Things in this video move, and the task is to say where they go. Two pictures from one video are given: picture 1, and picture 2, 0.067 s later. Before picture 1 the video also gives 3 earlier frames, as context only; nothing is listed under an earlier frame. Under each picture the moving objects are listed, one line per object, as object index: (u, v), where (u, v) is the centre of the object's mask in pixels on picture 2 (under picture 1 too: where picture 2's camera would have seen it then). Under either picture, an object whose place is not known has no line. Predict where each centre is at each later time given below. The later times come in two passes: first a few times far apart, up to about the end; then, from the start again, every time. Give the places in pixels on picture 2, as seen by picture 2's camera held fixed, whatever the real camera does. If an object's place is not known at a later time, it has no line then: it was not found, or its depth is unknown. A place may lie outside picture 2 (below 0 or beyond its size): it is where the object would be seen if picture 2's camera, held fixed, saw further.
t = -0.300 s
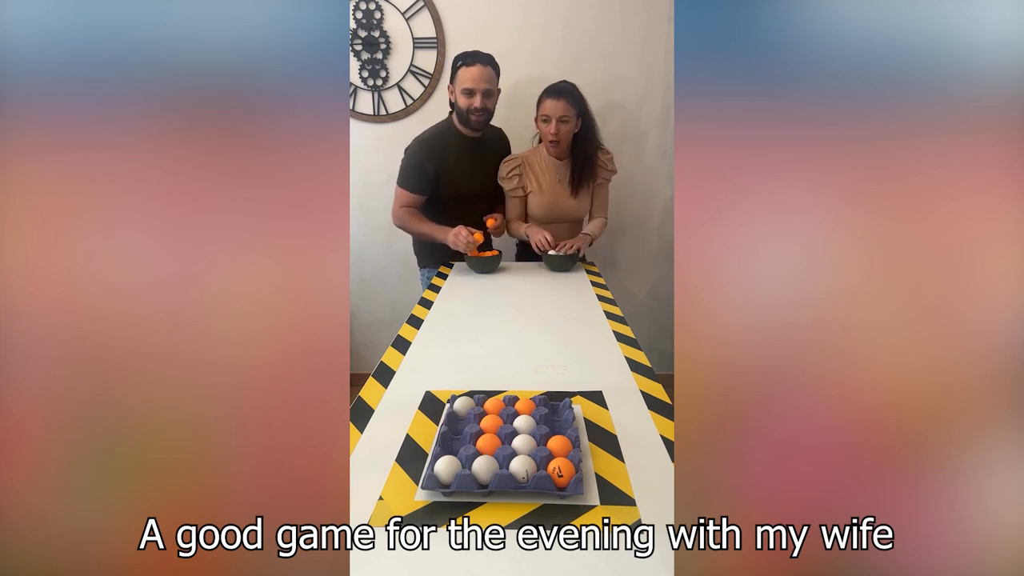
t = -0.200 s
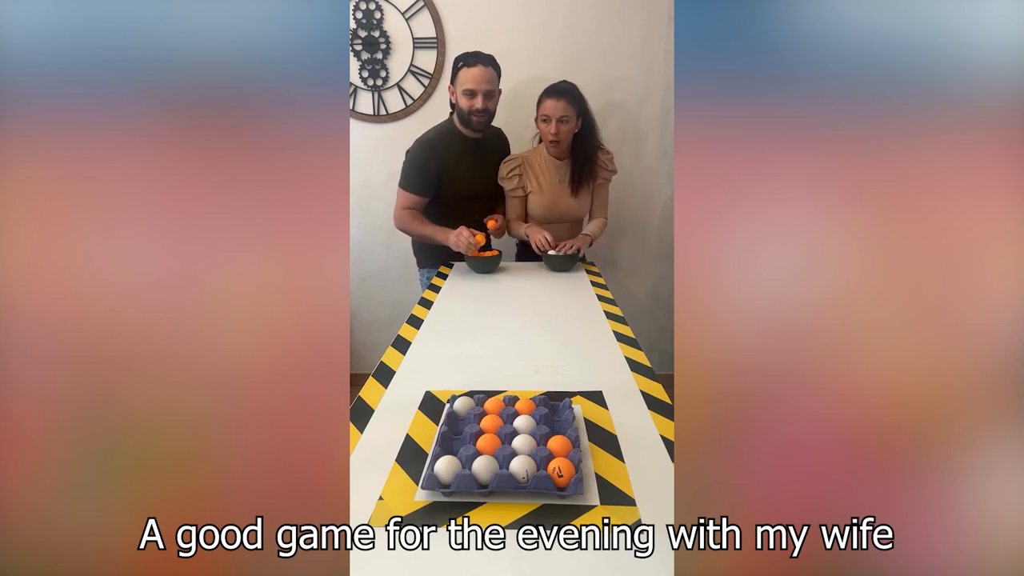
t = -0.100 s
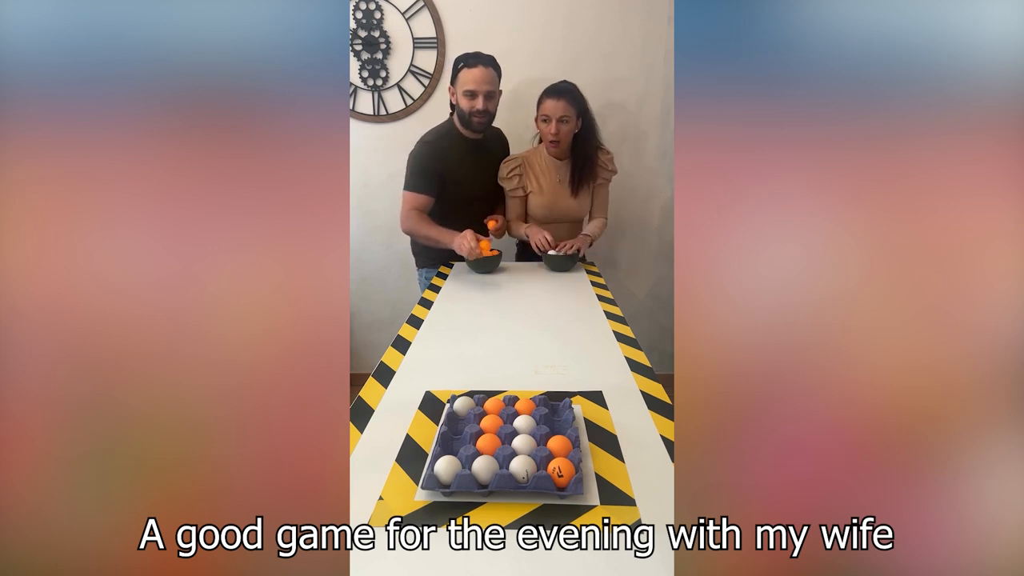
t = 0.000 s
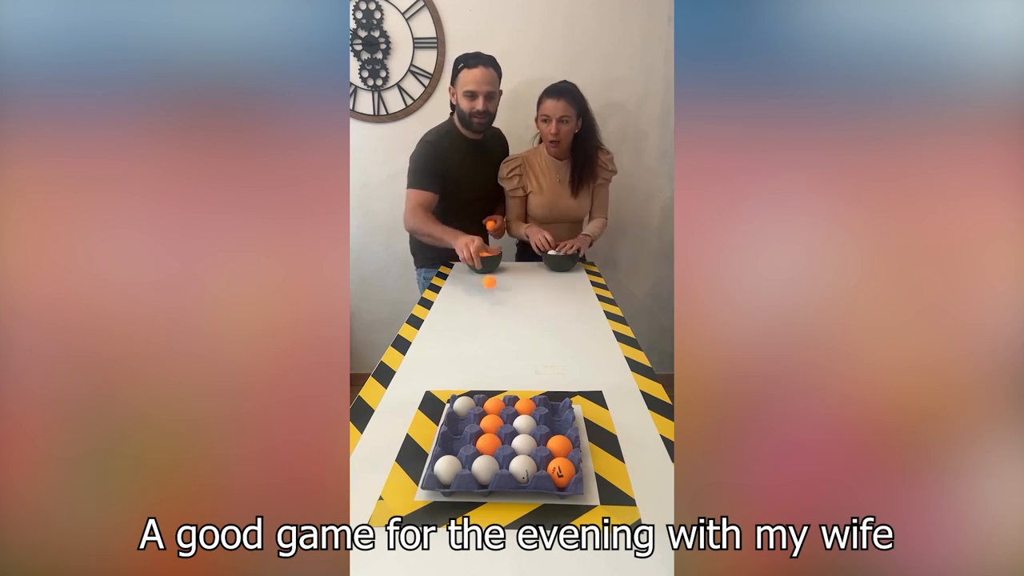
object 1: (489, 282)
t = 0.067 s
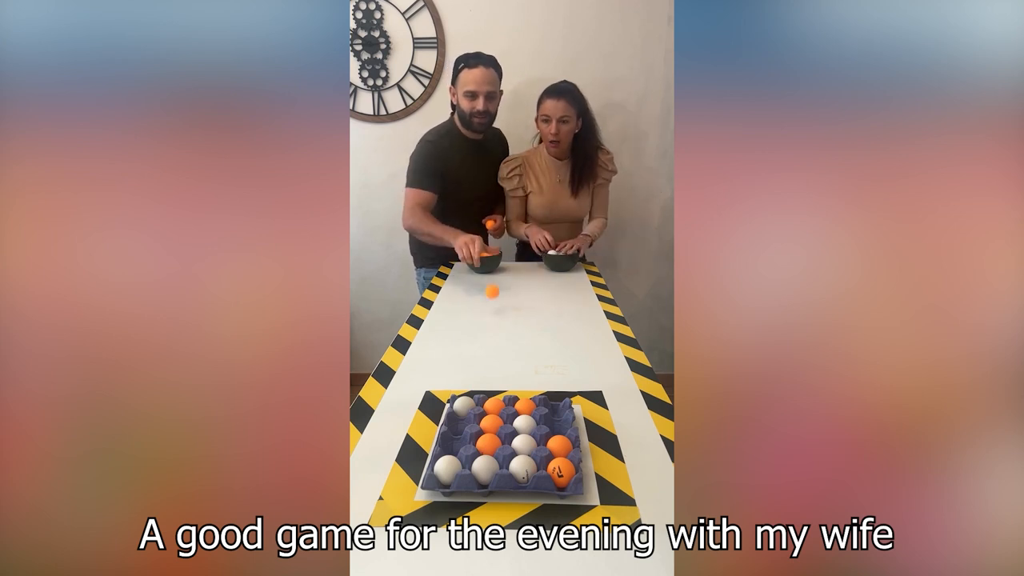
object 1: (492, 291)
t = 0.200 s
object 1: (496, 279)
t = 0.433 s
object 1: (504, 312)
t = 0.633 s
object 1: (511, 376)
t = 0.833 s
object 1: (517, 380)
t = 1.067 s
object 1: (529, 423)
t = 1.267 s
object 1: (543, 443)
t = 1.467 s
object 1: (539, 455)
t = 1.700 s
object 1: (542, 452)
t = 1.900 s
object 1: (542, 454)
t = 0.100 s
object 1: (493, 283)
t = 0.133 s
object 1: (494, 278)
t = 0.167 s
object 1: (495, 277)
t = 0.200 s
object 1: (496, 279)
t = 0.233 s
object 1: (497, 286)
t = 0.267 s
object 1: (498, 297)
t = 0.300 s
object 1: (500, 313)
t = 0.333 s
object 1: (501, 333)
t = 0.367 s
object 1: (502, 327)
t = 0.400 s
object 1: (503, 318)
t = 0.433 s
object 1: (504, 312)
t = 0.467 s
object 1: (505, 311)
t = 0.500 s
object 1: (506, 315)
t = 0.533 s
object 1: (507, 323)
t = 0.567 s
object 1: (508, 337)
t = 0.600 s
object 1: (510, 355)
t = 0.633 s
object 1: (511, 376)
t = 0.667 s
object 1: (512, 364)
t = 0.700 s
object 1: (513, 356)
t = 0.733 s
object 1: (514, 354)
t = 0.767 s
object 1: (515, 357)
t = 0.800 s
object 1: (516, 365)
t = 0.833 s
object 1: (517, 380)
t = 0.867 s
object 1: (519, 400)
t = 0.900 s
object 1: (522, 402)
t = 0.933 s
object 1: (524, 406)
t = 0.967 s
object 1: (527, 415)
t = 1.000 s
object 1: (527, 421)
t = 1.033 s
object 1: (528, 421)
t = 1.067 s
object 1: (529, 423)
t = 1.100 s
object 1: (530, 425)
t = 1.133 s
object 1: (532, 430)
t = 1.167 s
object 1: (535, 435)
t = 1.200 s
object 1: (537, 437)
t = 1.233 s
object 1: (540, 440)
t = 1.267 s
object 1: (543, 443)
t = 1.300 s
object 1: (545, 446)
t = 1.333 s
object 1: (546, 449)
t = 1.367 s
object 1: (545, 452)
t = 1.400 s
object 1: (542, 454)
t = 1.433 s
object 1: (539, 455)
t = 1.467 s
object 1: (539, 455)
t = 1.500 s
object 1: (538, 456)
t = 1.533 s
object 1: (538, 456)
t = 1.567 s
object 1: (539, 455)
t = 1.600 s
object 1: (539, 455)
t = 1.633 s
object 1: (541, 455)
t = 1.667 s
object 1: (542, 454)
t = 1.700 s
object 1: (542, 452)
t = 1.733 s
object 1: (542, 451)
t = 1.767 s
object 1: (542, 452)
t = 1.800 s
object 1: (542, 453)
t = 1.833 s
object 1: (542, 453)
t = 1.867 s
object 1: (542, 454)
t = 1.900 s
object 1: (542, 454)
